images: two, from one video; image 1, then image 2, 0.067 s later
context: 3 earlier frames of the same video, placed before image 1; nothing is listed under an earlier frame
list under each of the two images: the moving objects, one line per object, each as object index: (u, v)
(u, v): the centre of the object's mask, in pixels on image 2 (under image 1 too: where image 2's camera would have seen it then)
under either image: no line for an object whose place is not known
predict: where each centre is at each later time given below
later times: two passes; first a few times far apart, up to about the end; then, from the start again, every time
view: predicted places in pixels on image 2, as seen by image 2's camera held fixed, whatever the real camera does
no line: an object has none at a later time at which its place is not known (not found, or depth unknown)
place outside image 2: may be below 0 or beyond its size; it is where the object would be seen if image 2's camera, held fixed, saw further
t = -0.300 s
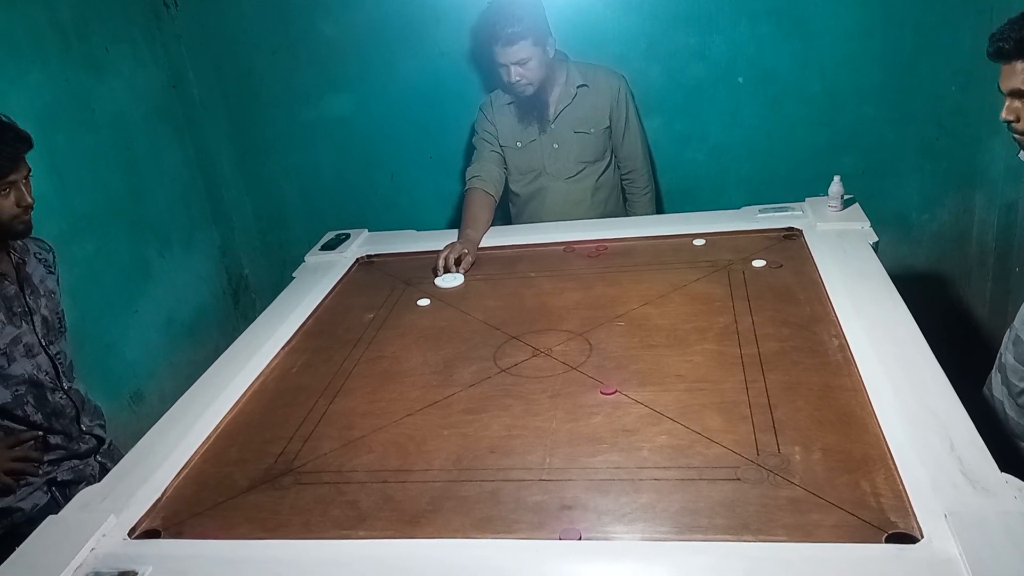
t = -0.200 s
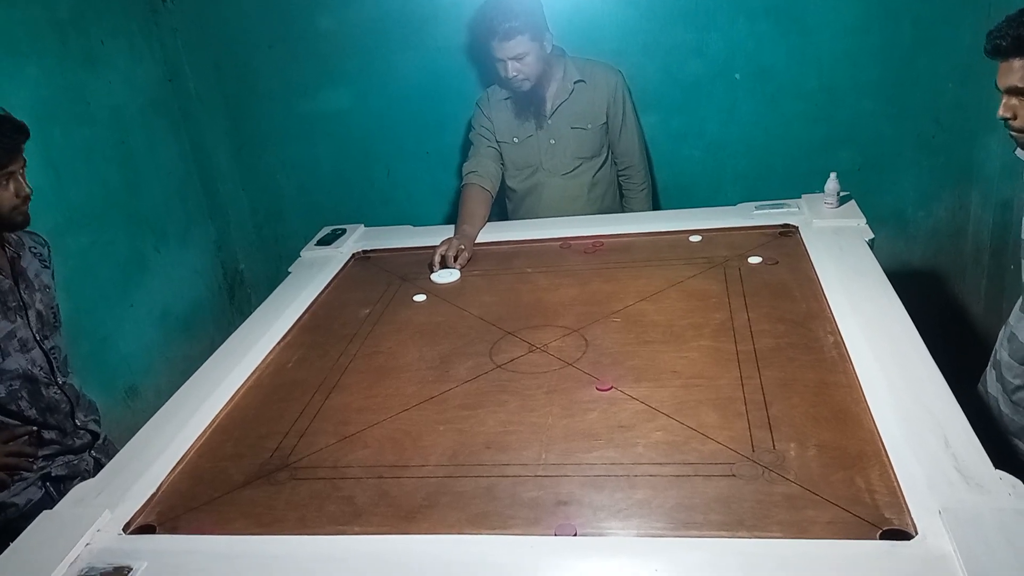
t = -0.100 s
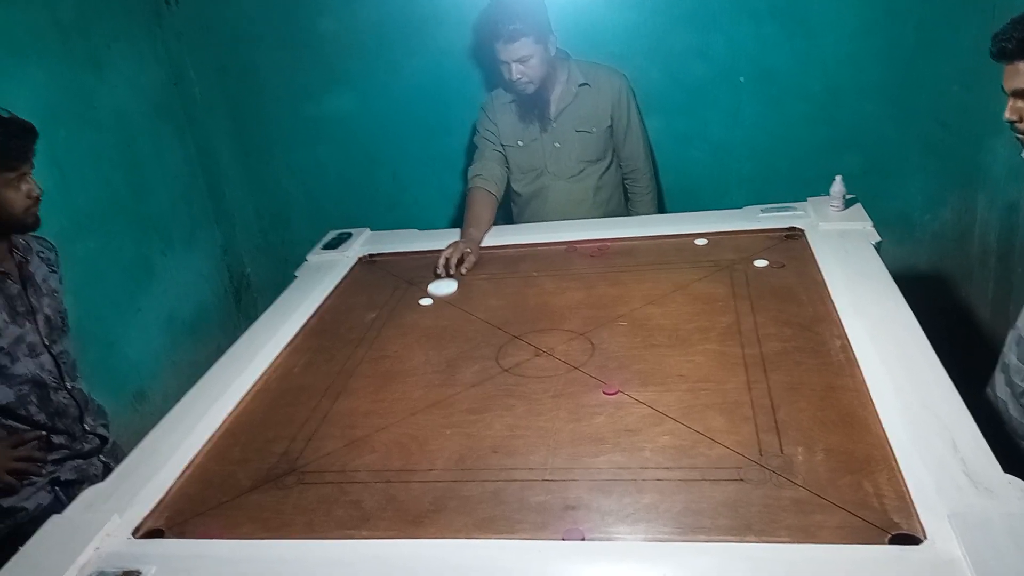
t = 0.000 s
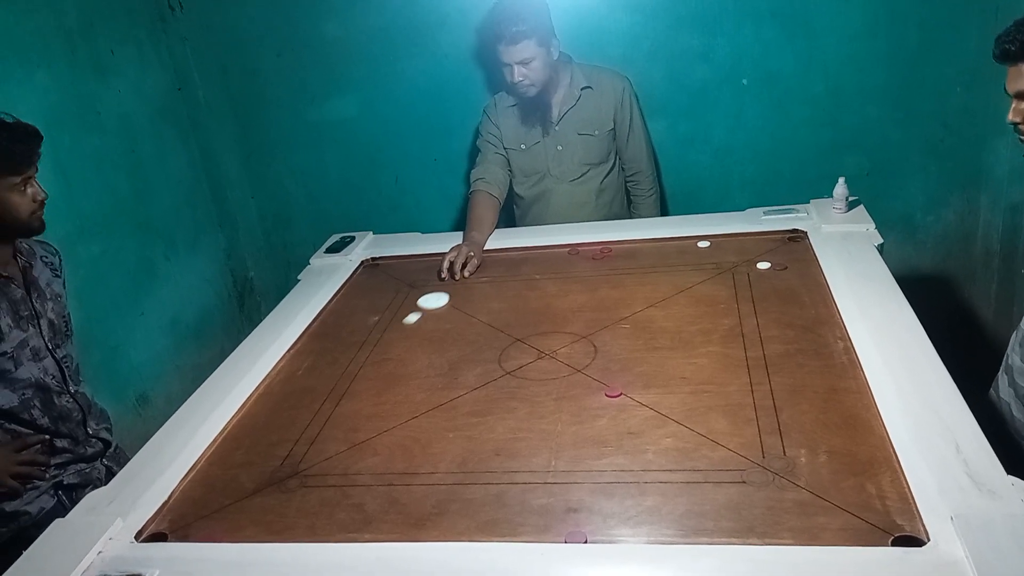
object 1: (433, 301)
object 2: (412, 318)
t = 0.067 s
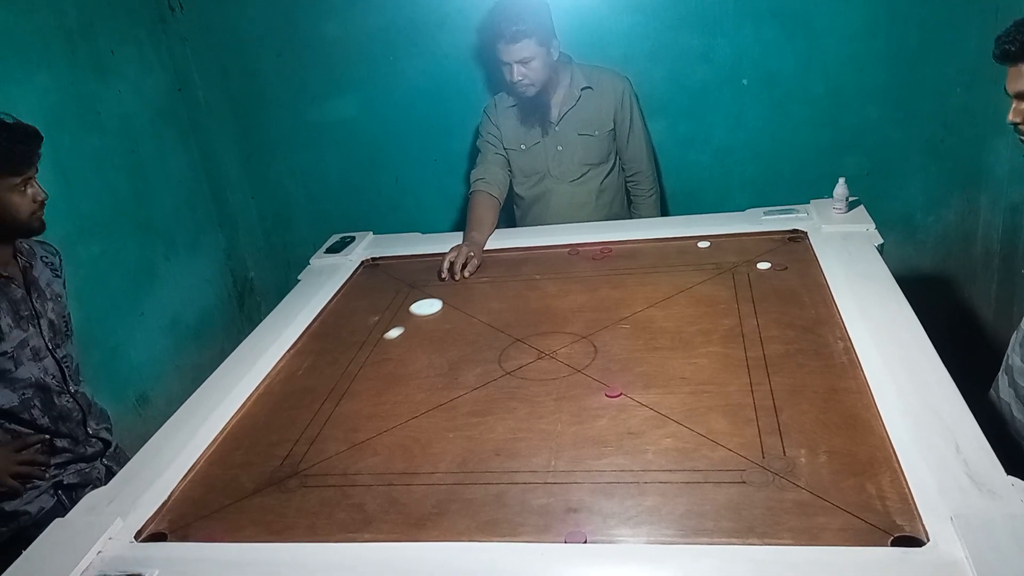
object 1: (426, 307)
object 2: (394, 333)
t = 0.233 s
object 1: (409, 321)
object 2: (344, 373)
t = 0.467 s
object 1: (386, 340)
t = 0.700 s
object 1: (365, 355)
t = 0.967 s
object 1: (346, 369)
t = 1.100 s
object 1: (339, 375)
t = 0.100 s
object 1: (423, 310)
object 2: (384, 340)
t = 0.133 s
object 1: (419, 313)
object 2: (374, 348)
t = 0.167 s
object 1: (416, 316)
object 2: (365, 357)
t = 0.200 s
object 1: (412, 318)
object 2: (354, 365)
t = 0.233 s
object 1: (409, 321)
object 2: (344, 373)
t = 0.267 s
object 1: (406, 324)
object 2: (333, 382)
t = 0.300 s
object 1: (402, 327)
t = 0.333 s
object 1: (399, 330)
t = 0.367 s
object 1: (396, 332)
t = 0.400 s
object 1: (392, 335)
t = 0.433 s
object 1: (389, 337)
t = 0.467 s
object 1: (386, 340)
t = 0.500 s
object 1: (383, 342)
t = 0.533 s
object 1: (380, 345)
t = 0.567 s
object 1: (377, 347)
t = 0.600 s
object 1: (374, 349)
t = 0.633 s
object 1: (371, 352)
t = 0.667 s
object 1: (368, 353)
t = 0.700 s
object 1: (365, 355)
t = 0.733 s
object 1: (363, 357)
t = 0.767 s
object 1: (360, 359)
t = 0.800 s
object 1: (358, 361)
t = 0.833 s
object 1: (355, 363)
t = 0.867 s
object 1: (353, 365)
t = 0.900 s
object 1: (351, 366)
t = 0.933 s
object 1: (348, 368)
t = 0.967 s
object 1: (346, 369)
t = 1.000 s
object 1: (344, 371)
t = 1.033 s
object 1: (342, 372)
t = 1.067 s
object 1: (340, 373)
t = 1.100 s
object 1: (339, 375)
